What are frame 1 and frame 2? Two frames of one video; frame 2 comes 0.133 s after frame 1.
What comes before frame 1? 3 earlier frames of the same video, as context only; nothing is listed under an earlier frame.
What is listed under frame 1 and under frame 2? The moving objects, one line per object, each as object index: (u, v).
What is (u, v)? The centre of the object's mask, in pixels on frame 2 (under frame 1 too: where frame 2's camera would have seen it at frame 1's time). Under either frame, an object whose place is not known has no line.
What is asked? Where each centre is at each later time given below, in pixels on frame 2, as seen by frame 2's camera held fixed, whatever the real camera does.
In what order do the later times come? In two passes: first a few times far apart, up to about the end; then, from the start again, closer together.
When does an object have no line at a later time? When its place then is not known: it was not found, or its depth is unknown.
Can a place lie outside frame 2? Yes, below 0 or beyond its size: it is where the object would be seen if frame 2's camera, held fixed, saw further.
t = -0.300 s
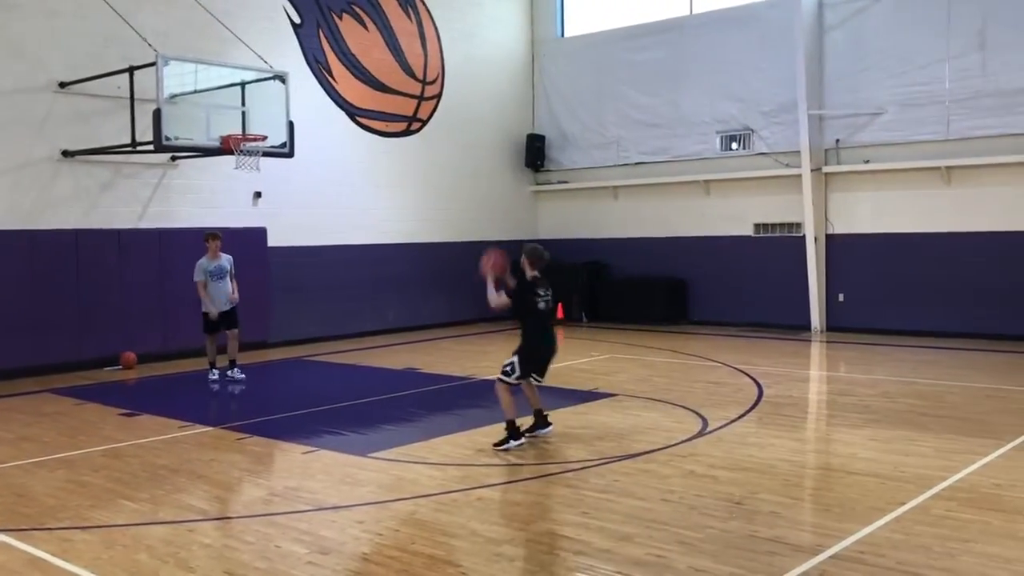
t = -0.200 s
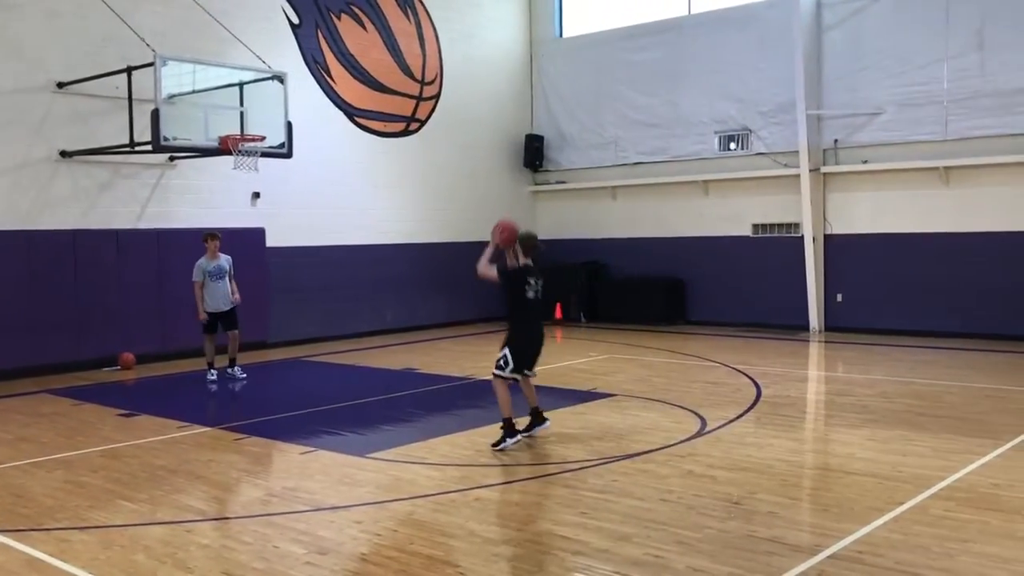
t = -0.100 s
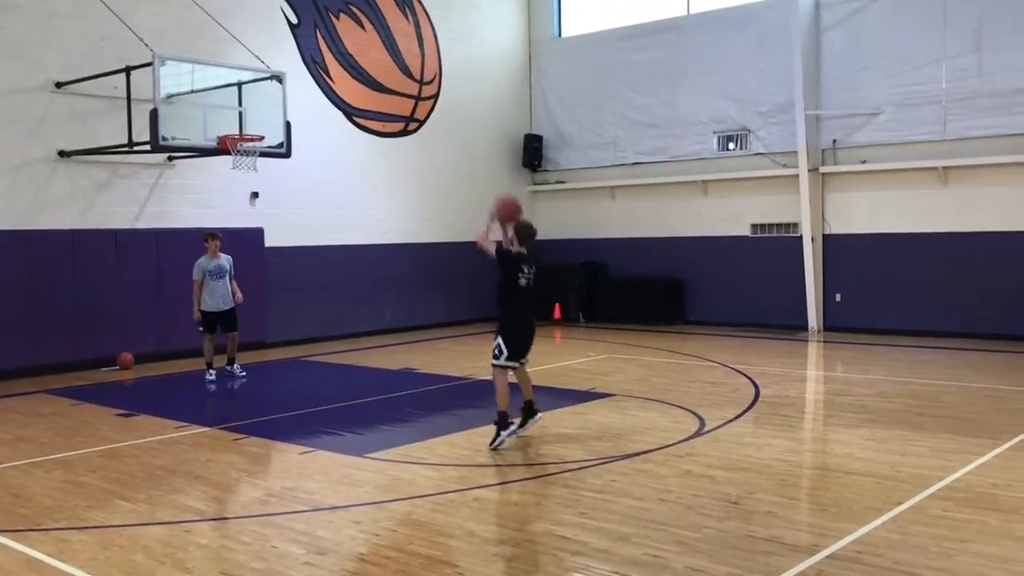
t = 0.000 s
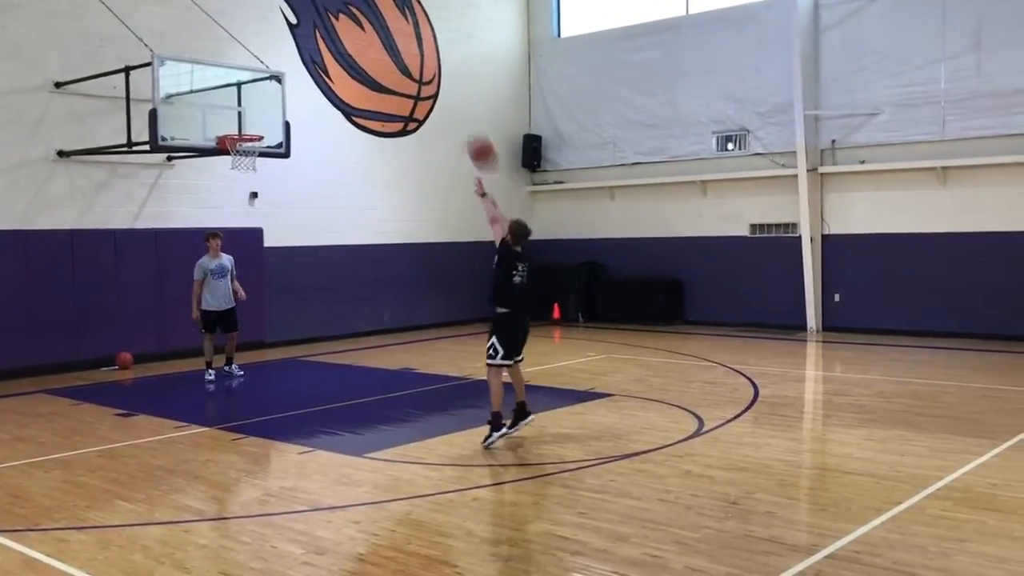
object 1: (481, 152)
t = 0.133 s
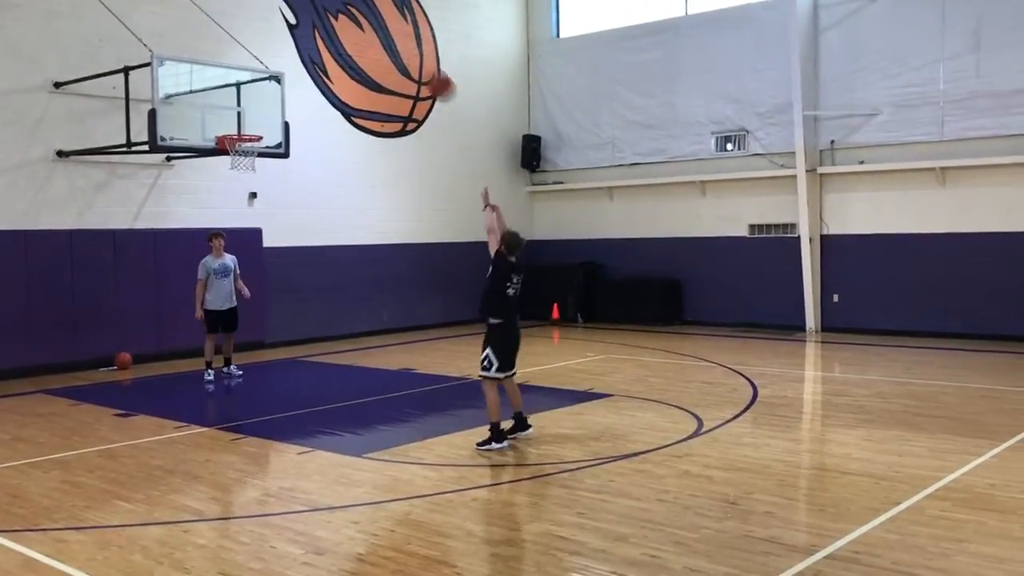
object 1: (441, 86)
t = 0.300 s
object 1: (395, 36)
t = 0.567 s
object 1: (335, 20)
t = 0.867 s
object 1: (284, 78)
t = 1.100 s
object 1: (260, 114)
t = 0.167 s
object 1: (431, 74)
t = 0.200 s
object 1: (421, 61)
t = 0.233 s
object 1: (411, 50)
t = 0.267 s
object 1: (403, 43)
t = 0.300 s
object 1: (395, 36)
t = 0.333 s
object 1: (388, 30)
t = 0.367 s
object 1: (379, 25)
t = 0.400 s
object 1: (371, 22)
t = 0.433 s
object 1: (363, 19)
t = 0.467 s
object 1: (356, 18)
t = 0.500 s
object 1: (349, 17)
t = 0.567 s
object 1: (335, 20)
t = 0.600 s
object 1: (329, 22)
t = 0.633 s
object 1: (323, 26)
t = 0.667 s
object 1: (318, 31)
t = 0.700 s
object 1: (312, 38)
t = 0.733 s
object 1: (306, 44)
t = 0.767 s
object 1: (299, 51)
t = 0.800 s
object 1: (293, 59)
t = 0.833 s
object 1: (289, 68)
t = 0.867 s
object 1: (284, 78)
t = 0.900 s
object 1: (279, 88)
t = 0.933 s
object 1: (274, 99)
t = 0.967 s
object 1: (269, 111)
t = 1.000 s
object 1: (265, 122)
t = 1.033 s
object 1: (262, 126)
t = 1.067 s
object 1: (261, 120)
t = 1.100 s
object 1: (260, 114)
